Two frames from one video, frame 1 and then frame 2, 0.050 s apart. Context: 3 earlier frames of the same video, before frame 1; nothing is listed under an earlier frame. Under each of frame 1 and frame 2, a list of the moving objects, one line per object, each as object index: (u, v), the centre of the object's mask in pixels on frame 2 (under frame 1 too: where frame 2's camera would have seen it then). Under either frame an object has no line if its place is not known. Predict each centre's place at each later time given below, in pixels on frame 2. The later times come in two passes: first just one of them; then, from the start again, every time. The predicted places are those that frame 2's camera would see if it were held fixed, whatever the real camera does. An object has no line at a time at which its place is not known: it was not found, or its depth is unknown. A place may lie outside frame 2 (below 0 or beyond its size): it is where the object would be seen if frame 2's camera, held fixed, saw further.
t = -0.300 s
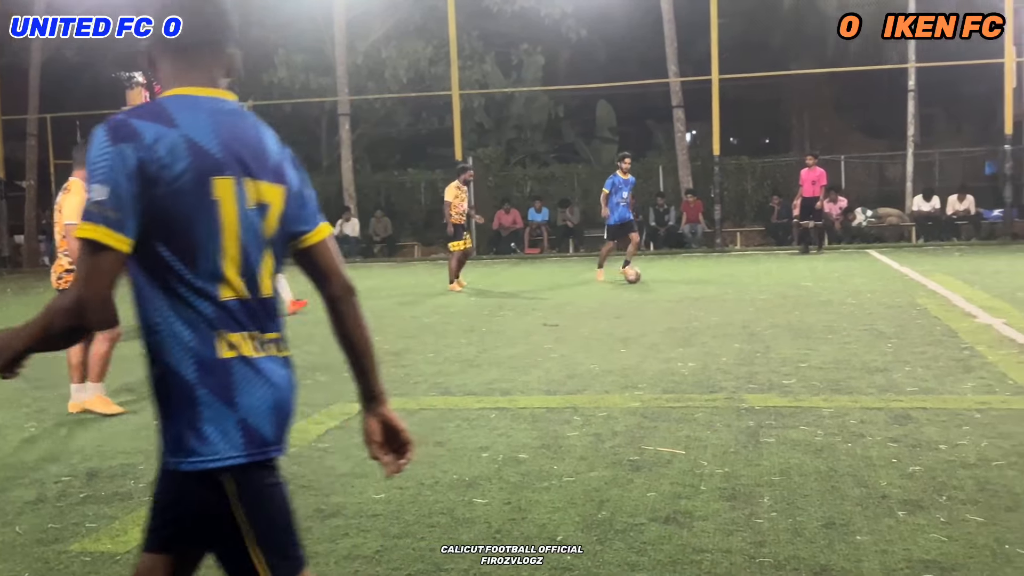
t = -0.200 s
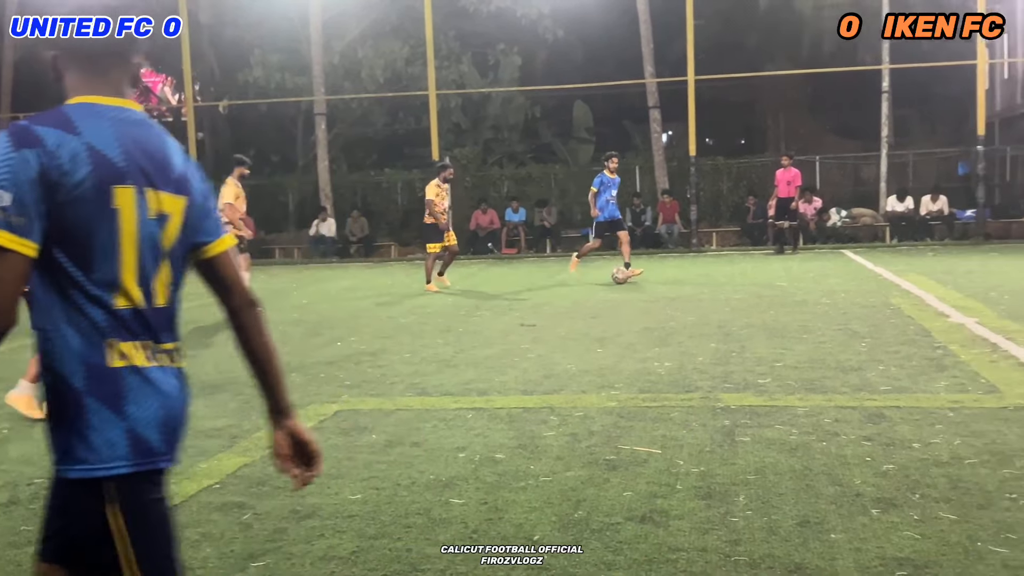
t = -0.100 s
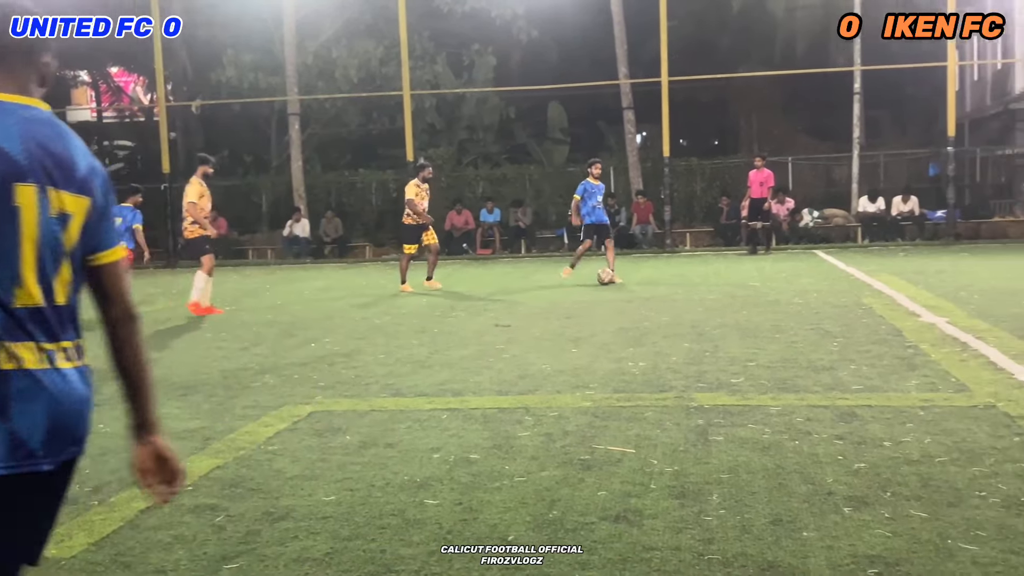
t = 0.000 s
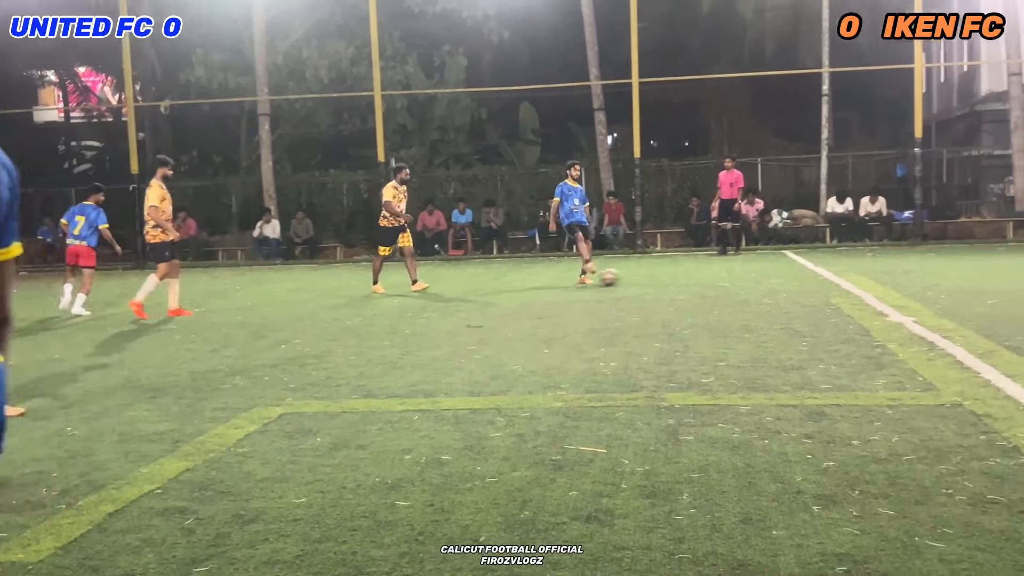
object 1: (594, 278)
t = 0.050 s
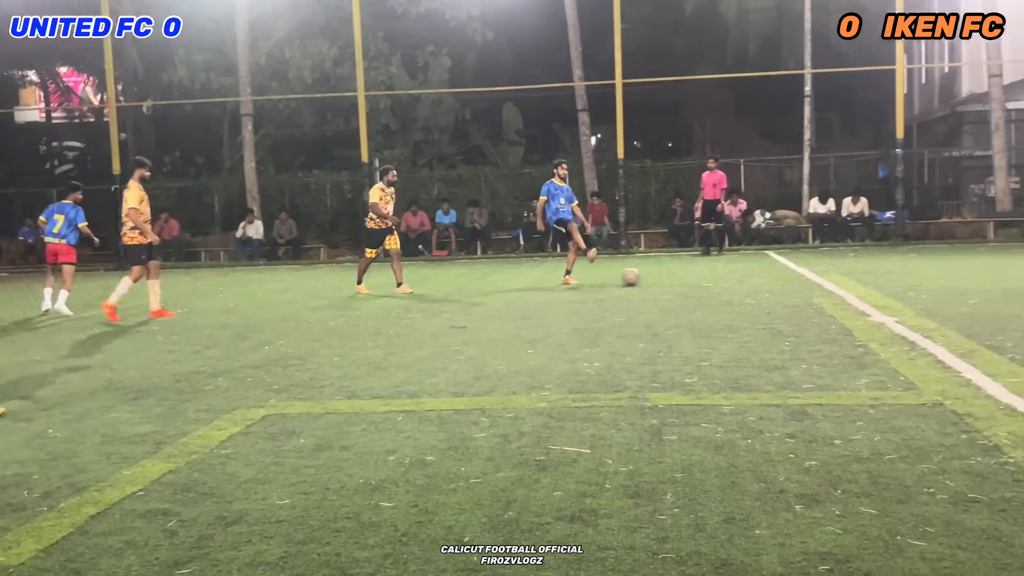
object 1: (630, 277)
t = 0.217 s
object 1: (748, 277)
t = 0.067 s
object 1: (643, 277)
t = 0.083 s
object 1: (655, 277)
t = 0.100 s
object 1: (666, 277)
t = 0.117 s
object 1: (678, 277)
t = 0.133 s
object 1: (690, 277)
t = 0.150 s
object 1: (701, 277)
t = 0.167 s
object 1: (713, 276)
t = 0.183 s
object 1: (725, 277)
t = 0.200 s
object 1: (736, 277)
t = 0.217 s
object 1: (748, 277)
